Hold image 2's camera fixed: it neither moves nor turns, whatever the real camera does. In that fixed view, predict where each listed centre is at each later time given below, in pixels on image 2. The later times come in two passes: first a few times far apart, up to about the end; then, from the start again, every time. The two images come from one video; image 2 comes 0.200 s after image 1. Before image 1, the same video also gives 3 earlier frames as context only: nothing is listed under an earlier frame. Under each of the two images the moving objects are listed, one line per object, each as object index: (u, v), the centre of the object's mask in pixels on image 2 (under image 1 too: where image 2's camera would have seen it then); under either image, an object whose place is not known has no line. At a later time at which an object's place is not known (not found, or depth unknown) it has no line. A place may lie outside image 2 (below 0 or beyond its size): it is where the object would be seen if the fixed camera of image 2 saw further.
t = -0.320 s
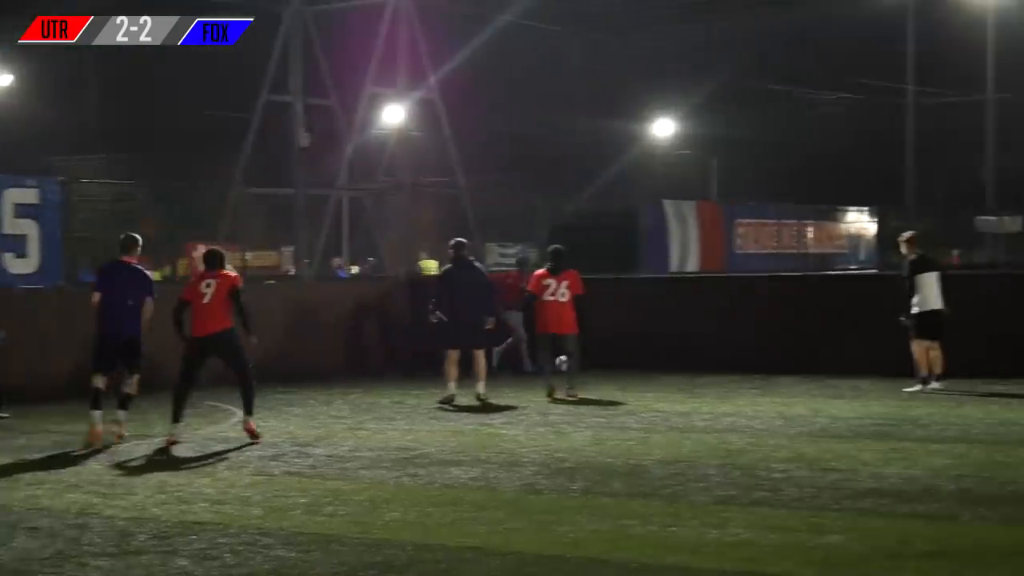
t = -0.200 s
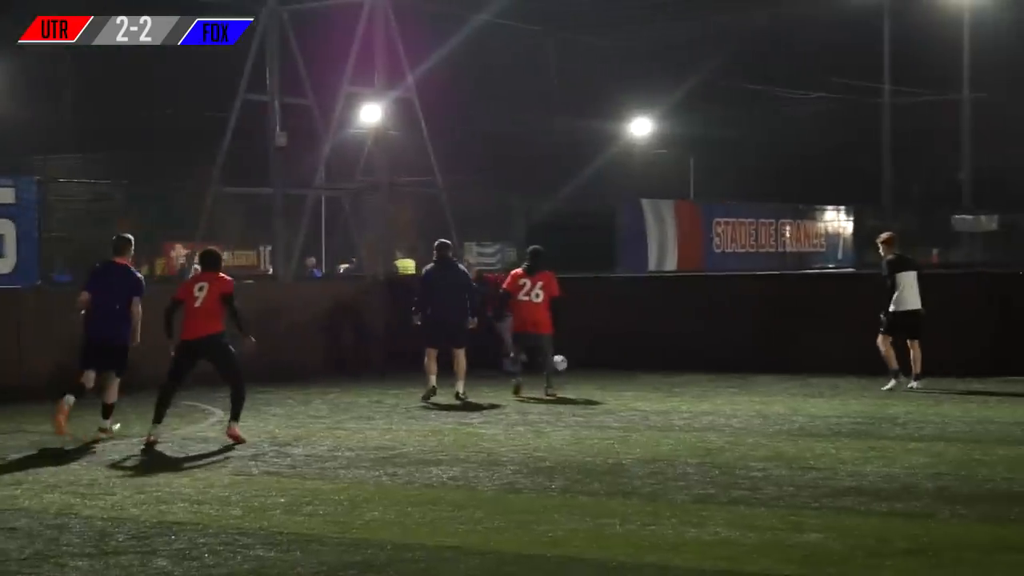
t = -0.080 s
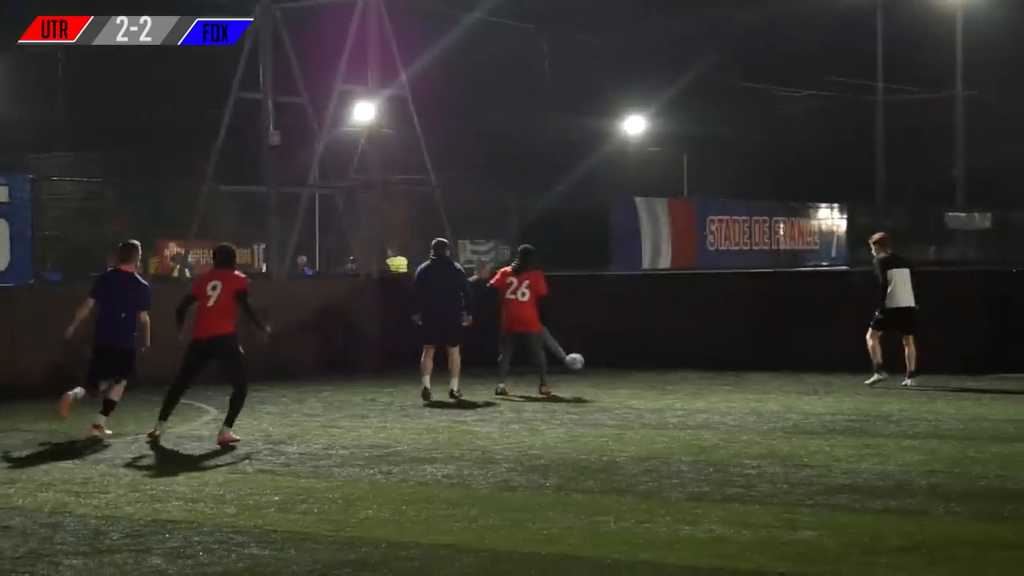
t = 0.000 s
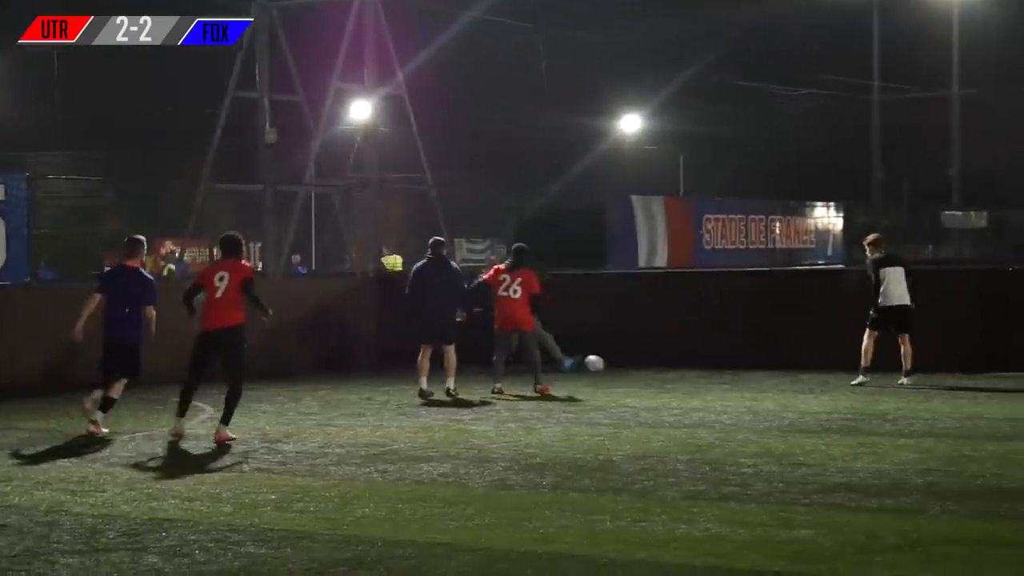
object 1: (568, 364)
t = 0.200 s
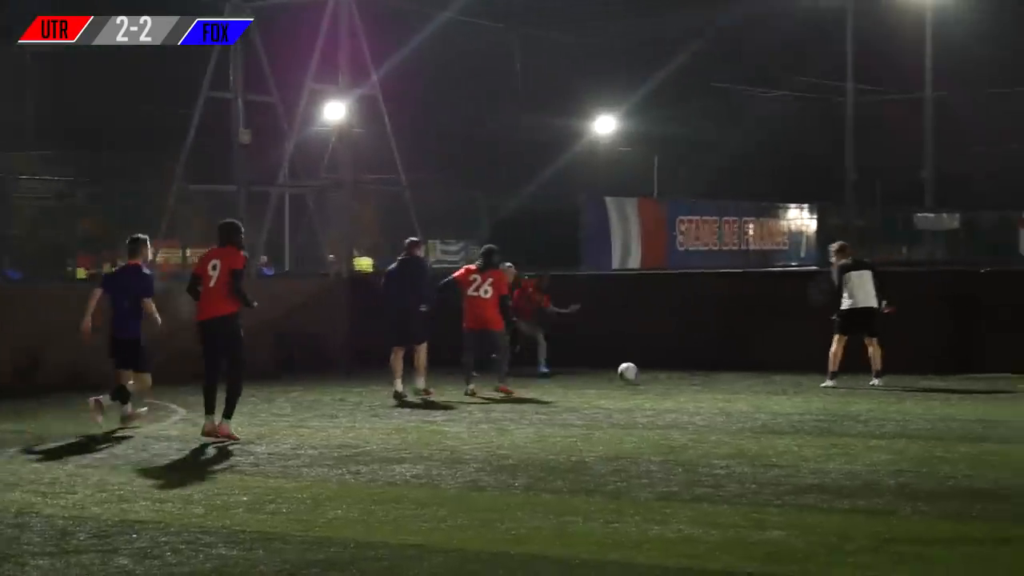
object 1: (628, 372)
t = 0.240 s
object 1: (641, 373)
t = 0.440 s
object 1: (705, 385)
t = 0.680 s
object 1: (787, 390)
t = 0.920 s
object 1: (876, 399)
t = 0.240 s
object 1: (641, 373)
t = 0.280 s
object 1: (653, 377)
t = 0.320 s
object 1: (666, 379)
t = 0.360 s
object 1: (678, 380)
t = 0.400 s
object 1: (692, 382)
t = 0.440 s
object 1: (705, 385)
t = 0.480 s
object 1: (718, 385)
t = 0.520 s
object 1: (731, 386)
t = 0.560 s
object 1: (745, 388)
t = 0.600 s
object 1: (760, 392)
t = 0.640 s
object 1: (773, 391)
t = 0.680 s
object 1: (787, 390)
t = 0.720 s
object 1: (802, 390)
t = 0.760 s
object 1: (816, 393)
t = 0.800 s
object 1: (832, 397)
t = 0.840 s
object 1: (846, 401)
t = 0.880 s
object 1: (861, 399)
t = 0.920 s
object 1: (876, 399)
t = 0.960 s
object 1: (892, 401)
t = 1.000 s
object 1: (907, 405)
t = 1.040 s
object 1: (922, 409)
